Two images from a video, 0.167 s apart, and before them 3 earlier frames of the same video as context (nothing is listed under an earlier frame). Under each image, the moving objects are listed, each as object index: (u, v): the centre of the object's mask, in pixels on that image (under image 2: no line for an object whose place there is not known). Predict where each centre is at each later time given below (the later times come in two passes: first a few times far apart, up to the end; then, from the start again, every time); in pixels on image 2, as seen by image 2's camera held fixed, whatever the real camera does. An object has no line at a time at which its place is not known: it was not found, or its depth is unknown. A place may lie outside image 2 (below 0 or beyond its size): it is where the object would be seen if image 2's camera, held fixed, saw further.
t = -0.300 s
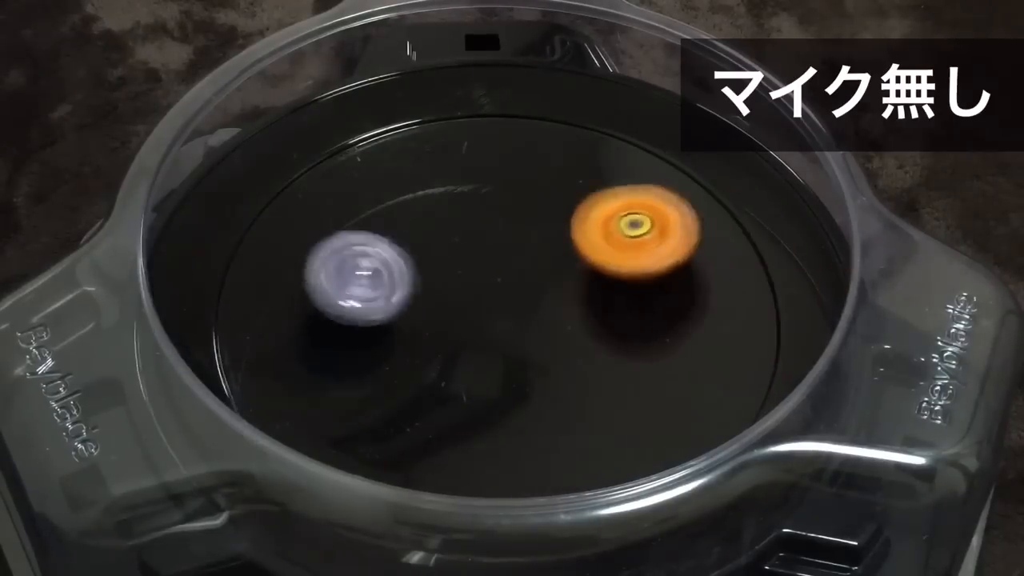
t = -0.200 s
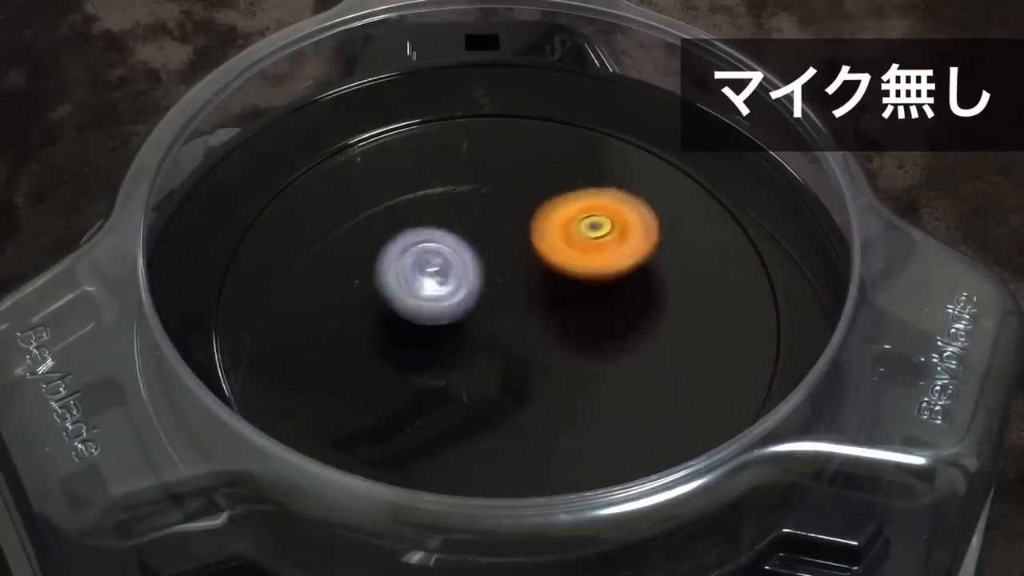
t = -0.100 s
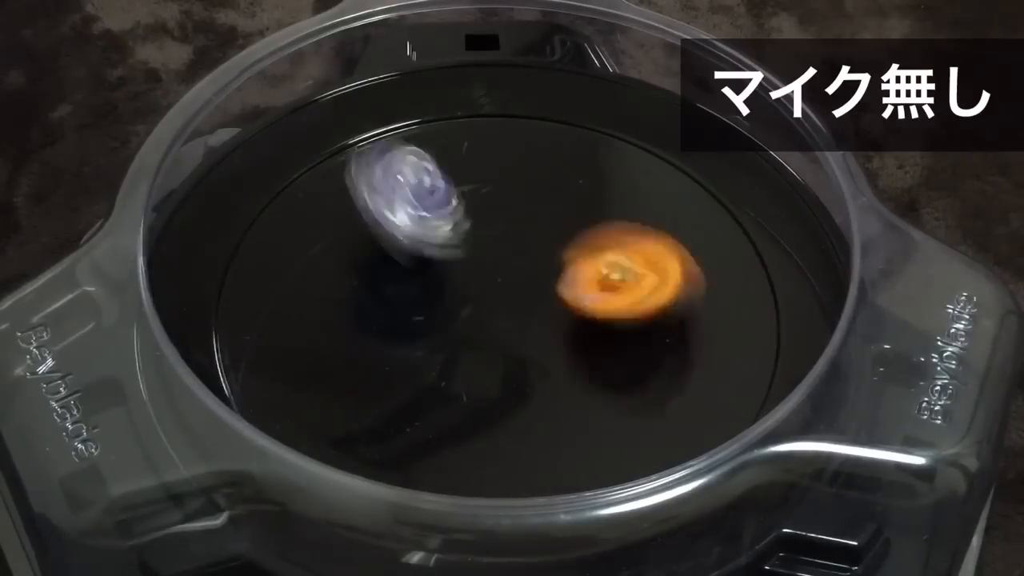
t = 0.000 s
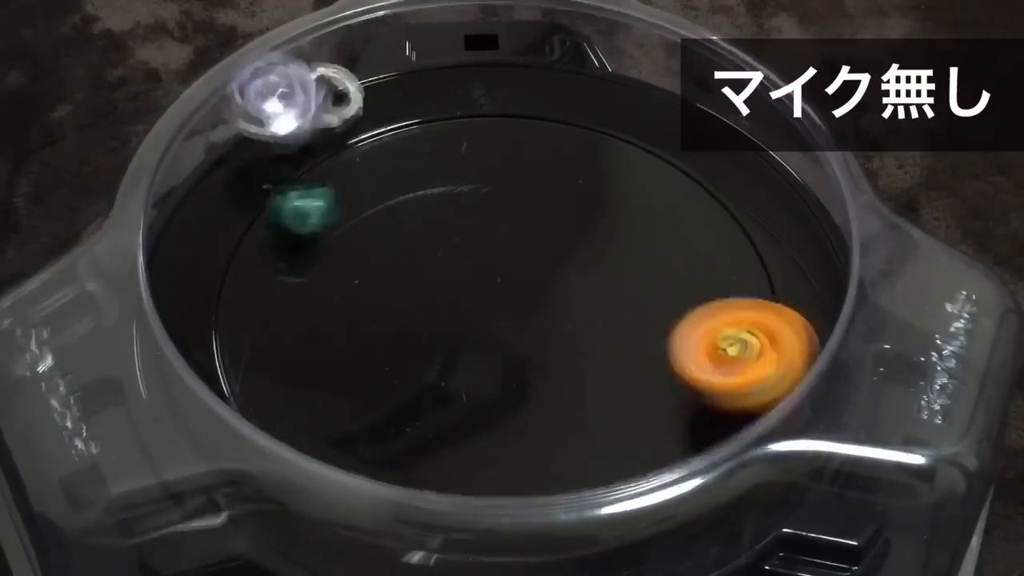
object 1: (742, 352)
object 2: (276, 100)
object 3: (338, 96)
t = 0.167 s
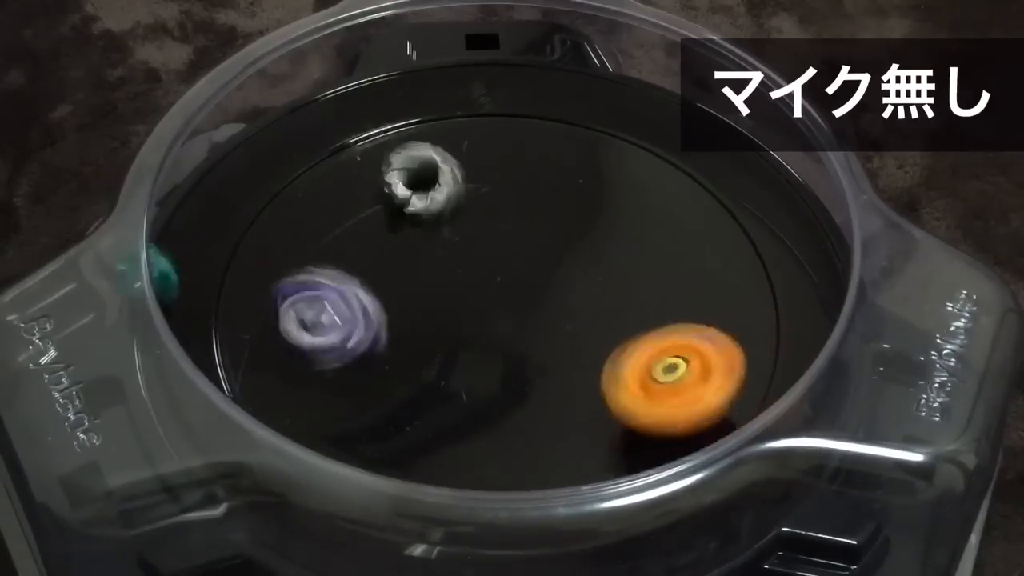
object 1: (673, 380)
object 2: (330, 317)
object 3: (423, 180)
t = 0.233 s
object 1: (634, 373)
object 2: (398, 390)
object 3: (466, 232)
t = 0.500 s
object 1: (484, 390)
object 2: (633, 423)
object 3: (577, 334)
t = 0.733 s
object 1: (438, 363)
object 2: (634, 395)
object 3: (563, 326)
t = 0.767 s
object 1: (434, 356)
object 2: (634, 395)
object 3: (563, 326)
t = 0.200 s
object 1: (653, 376)
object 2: (361, 355)
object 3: (445, 206)
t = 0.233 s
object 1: (634, 373)
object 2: (398, 390)
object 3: (466, 232)
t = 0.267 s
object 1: (615, 372)
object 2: (439, 421)
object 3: (487, 252)
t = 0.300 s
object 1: (595, 371)
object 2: (480, 445)
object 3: (501, 276)
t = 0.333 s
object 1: (576, 374)
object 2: (517, 457)
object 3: (517, 295)
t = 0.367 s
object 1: (556, 376)
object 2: (559, 463)
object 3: (531, 305)
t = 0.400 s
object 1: (534, 378)
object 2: (592, 461)
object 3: (549, 313)
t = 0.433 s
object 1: (508, 387)
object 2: (613, 451)
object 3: (564, 326)
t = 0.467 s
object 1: (493, 389)
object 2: (627, 439)
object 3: (572, 329)
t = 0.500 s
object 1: (484, 390)
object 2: (633, 423)
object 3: (577, 334)
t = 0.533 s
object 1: (478, 388)
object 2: (634, 403)
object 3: (577, 334)
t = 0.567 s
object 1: (470, 386)
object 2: (636, 397)
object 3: (573, 330)
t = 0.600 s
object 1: (463, 384)
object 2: (636, 395)
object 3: (569, 327)
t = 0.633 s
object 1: (456, 380)
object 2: (635, 395)
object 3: (566, 327)
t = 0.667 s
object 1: (449, 375)
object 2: (635, 395)
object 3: (564, 326)
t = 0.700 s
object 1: (444, 370)
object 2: (634, 395)
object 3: (563, 326)
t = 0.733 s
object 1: (438, 363)
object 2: (634, 395)
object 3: (563, 326)
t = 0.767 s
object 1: (434, 356)
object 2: (634, 395)
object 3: (563, 326)
